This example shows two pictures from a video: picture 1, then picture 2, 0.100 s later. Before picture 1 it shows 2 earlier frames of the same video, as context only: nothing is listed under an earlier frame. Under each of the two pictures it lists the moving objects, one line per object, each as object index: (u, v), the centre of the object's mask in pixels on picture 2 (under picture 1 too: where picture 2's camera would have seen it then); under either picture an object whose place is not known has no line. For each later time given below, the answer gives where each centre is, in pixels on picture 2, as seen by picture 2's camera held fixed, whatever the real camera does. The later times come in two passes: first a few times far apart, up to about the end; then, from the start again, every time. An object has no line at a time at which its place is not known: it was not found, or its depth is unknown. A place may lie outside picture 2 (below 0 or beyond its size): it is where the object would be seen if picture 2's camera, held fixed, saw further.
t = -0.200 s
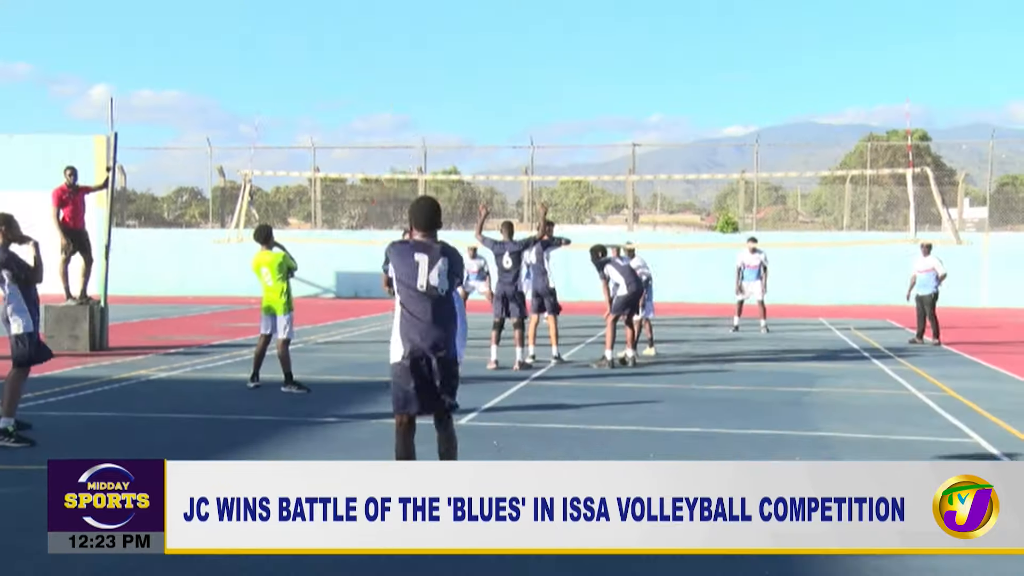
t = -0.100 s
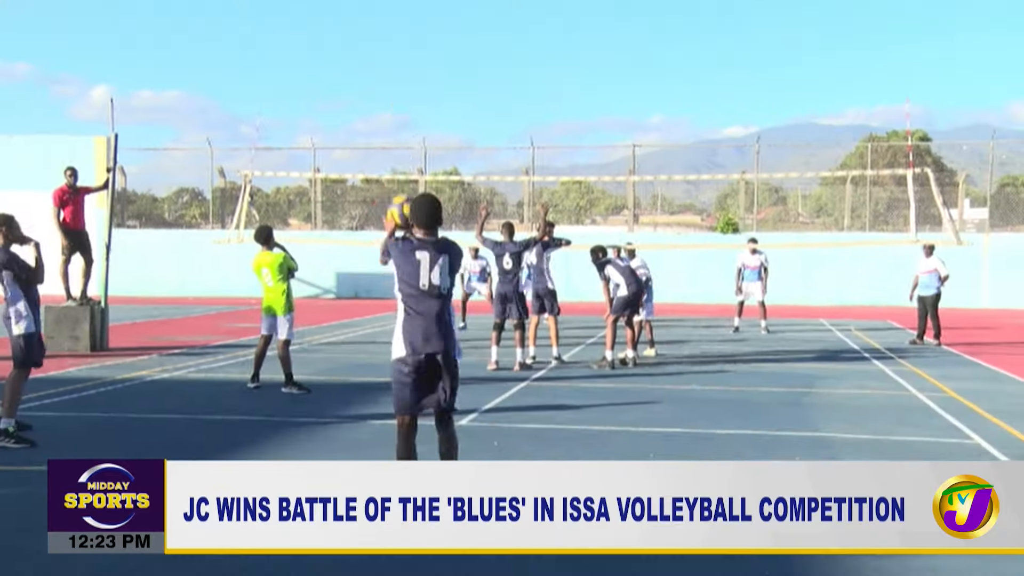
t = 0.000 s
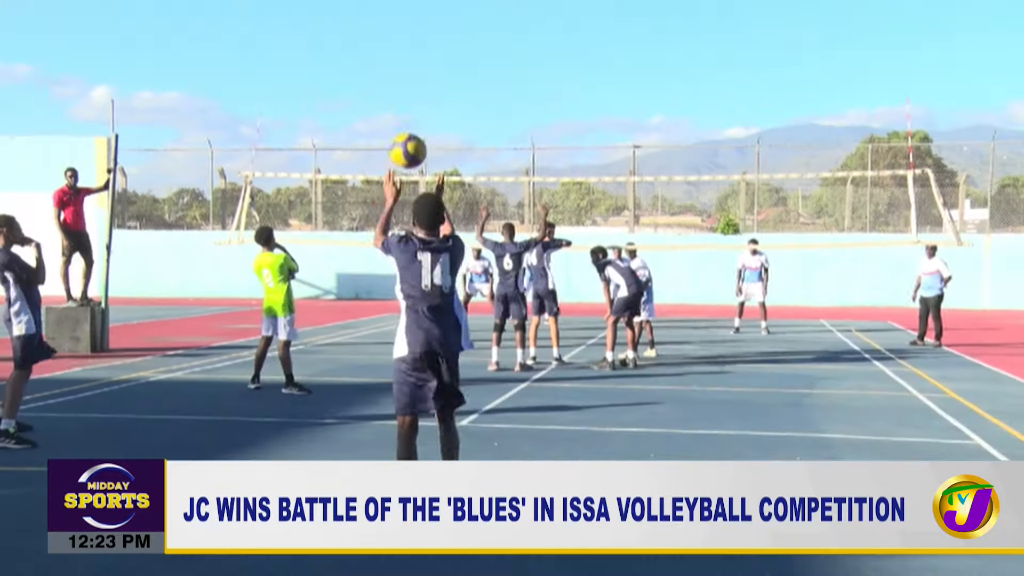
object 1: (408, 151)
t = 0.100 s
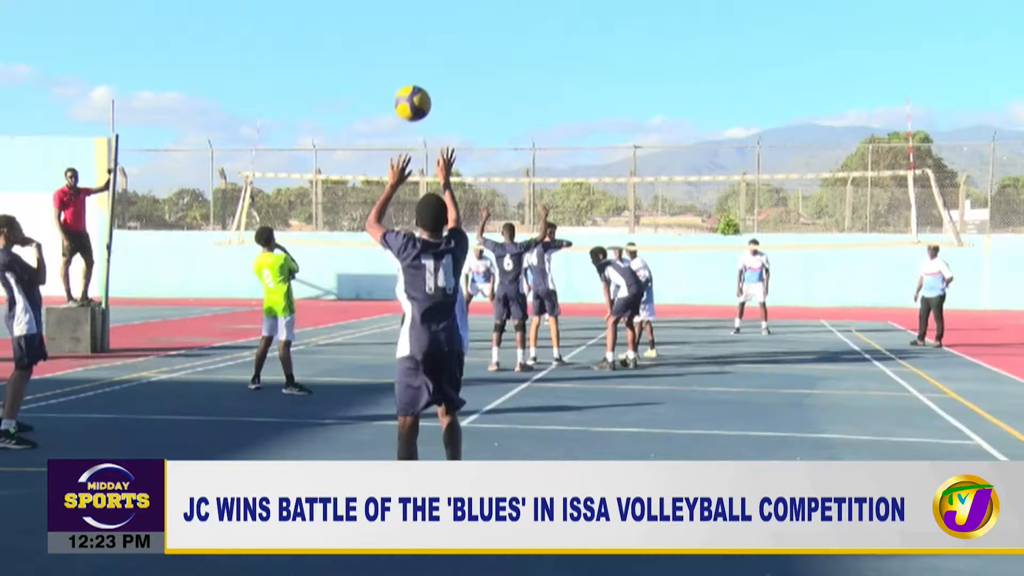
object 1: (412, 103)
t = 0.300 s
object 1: (427, 55)
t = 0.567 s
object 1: (462, 96)
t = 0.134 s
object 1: (414, 91)
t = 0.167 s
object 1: (416, 80)
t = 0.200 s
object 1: (419, 71)
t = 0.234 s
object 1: (421, 64)
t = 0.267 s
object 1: (424, 59)
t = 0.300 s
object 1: (427, 55)
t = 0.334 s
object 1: (431, 53)
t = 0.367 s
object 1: (435, 54)
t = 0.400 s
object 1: (439, 56)
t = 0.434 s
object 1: (443, 60)
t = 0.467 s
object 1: (447, 66)
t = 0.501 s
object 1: (452, 74)
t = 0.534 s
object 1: (457, 84)
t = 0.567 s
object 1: (462, 96)
